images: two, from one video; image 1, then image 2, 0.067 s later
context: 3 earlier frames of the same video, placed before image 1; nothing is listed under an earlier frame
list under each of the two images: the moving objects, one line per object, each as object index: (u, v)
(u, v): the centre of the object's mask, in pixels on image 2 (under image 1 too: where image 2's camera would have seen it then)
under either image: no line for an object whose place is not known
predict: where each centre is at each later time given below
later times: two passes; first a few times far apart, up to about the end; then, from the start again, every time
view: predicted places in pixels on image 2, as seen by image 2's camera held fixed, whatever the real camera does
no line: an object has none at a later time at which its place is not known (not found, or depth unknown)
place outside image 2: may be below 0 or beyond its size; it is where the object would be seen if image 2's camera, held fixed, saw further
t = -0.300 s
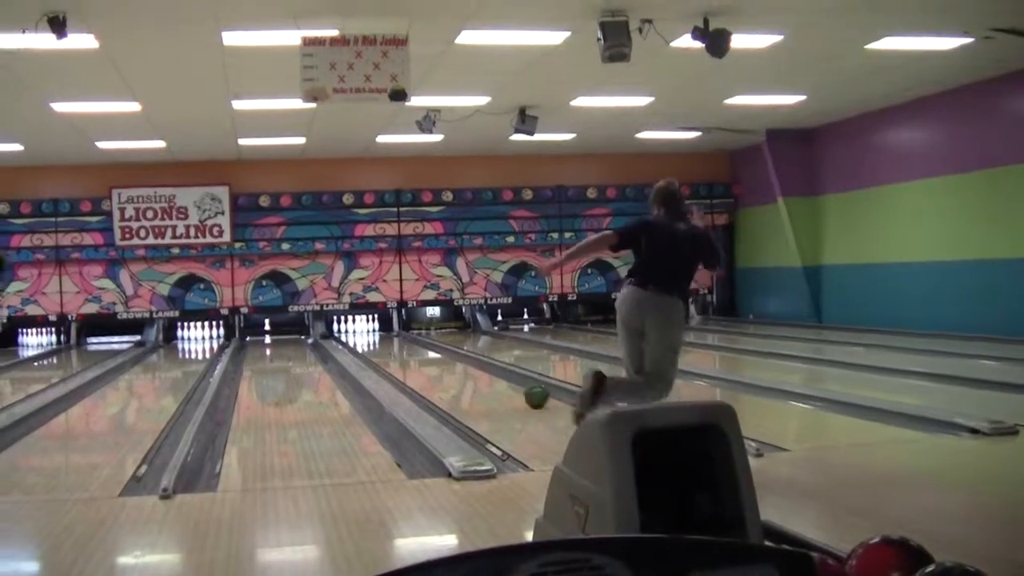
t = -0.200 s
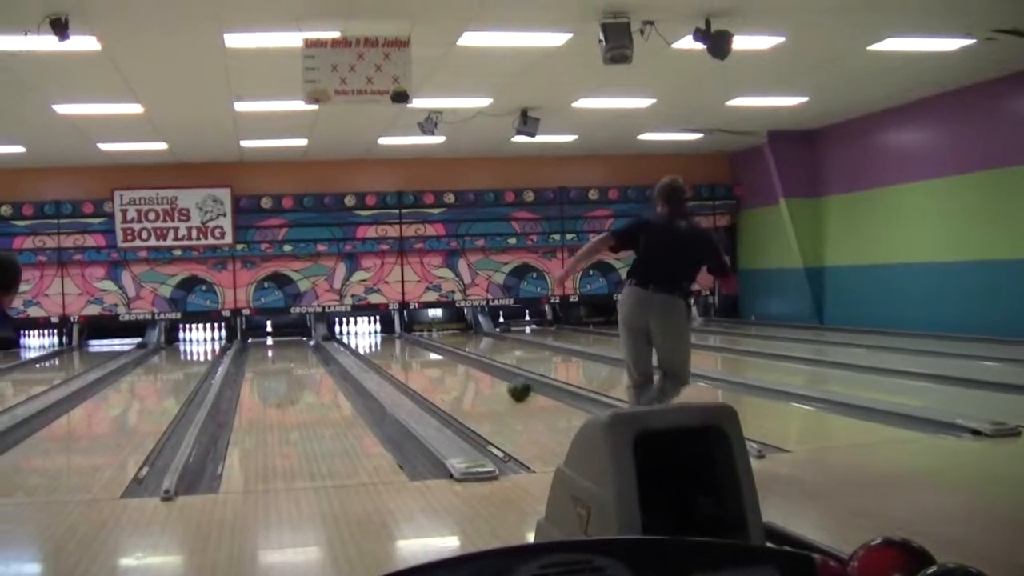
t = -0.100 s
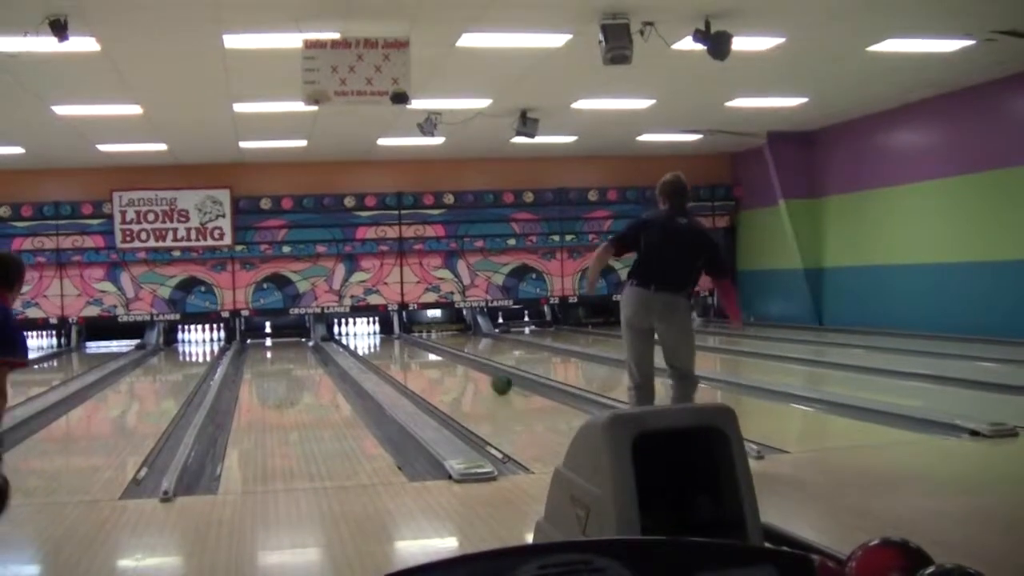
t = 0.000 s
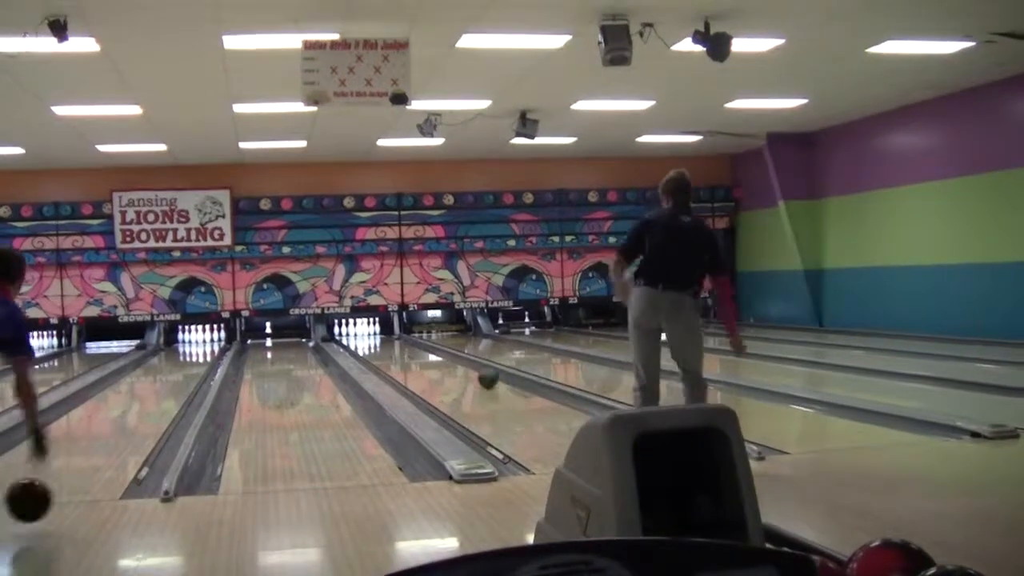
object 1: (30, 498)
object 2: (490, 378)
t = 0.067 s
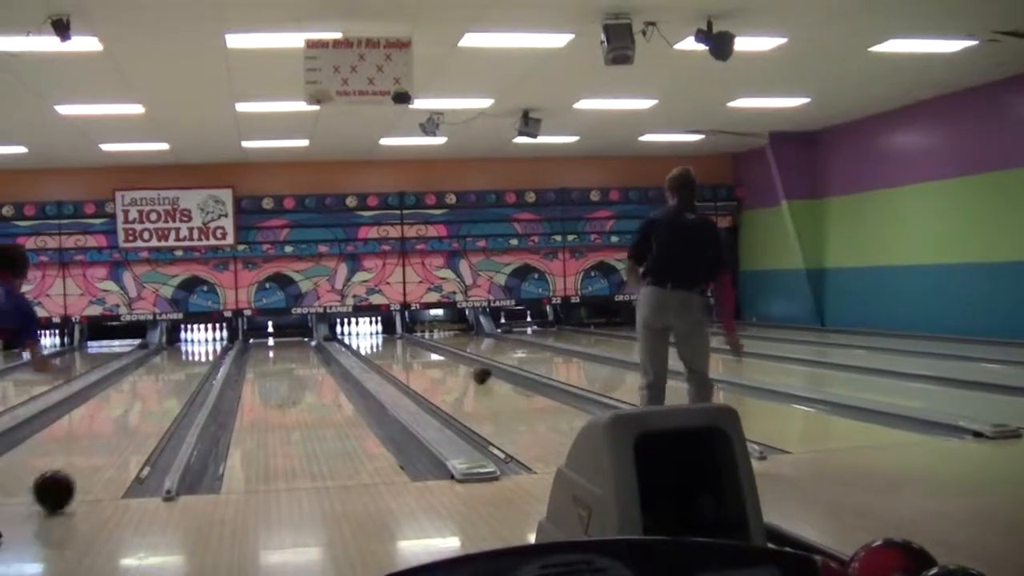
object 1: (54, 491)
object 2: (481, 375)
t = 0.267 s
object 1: (101, 451)
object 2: (460, 366)
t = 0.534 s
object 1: (140, 417)
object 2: (437, 355)
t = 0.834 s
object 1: (168, 392)
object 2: (418, 346)
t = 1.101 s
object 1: (183, 378)
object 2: (406, 340)
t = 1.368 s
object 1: (192, 367)
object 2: (393, 336)
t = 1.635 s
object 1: (200, 359)
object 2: (378, 332)
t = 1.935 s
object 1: (205, 351)
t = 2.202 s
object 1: (206, 346)
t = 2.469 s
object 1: (204, 343)
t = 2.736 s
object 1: (203, 340)
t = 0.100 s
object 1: (63, 482)
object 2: (477, 373)
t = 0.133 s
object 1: (72, 476)
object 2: (473, 371)
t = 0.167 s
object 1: (80, 469)
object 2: (469, 370)
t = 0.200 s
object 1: (87, 462)
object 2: (466, 370)
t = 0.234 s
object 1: (94, 456)
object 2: (463, 368)
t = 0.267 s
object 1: (101, 451)
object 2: (460, 366)
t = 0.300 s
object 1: (107, 446)
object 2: (456, 364)
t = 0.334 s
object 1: (113, 441)
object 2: (453, 363)
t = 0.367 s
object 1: (118, 436)
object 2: (450, 361)
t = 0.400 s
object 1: (123, 432)
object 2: (447, 359)
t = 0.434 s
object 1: (128, 427)
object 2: (445, 358)
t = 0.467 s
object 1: (132, 423)
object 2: (442, 357)
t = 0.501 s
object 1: (136, 420)
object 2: (439, 356)
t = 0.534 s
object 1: (140, 417)
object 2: (437, 355)
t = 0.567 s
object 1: (143, 414)
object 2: (435, 354)
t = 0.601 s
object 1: (147, 410)
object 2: (433, 354)
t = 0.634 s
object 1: (150, 408)
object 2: (429, 353)
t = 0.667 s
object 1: (154, 404)
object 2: (427, 352)
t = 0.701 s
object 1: (157, 402)
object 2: (426, 350)
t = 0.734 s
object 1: (159, 400)
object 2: (424, 349)
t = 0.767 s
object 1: (162, 397)
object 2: (423, 349)
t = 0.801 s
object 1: (165, 395)
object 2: (420, 348)
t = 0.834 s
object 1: (168, 392)
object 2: (418, 346)
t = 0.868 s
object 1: (170, 390)
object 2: (414, 346)
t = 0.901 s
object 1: (172, 388)
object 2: (414, 345)
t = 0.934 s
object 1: (174, 386)
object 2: (413, 343)
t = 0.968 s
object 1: (176, 384)
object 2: (410, 343)
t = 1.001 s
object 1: (178, 383)
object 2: (409, 343)
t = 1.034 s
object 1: (179, 381)
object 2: (409, 342)
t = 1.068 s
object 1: (182, 379)
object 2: (408, 342)
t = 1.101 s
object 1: (183, 378)
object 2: (406, 340)
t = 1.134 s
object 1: (184, 376)
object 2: (404, 340)
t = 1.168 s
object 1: (186, 375)
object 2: (402, 339)
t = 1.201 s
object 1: (186, 374)
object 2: (402, 339)
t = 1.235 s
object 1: (189, 372)
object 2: (402, 337)
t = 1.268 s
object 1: (190, 371)
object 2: (395, 338)
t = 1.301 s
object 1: (191, 369)
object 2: (395, 337)
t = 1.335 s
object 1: (192, 368)
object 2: (394, 336)
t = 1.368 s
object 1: (192, 367)
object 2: (393, 336)
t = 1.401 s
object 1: (194, 366)
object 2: (392, 336)
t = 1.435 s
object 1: (195, 364)
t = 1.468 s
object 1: (196, 363)
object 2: (387, 335)
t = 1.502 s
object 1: (197, 362)
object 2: (385, 334)
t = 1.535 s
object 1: (198, 361)
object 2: (383, 334)
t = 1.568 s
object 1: (199, 360)
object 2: (383, 334)
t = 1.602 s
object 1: (199, 360)
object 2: (379, 333)
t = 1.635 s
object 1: (200, 359)
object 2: (378, 332)
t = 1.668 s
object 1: (200, 358)
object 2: (377, 333)
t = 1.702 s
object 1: (201, 357)
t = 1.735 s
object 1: (202, 356)
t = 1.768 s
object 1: (203, 355)
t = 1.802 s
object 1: (203, 354)
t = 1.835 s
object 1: (204, 353)
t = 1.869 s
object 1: (204, 353)
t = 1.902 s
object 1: (204, 353)
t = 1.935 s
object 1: (205, 351)
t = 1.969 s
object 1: (205, 350)
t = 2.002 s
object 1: (205, 350)
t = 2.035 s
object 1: (205, 349)
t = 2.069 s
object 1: (206, 348)
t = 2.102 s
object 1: (206, 348)
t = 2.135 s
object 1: (206, 348)
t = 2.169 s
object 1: (206, 347)
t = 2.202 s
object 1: (206, 346)
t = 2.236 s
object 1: (206, 346)
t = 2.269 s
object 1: (206, 345)
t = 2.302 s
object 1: (206, 345)
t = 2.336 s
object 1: (205, 344)
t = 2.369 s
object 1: (205, 344)
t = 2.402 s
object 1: (205, 343)
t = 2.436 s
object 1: (204, 343)
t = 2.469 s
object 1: (204, 343)
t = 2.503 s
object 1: (204, 342)
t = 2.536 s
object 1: (204, 342)
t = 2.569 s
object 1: (204, 341)
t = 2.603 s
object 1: (203, 341)
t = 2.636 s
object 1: (203, 341)
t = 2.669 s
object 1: (203, 341)
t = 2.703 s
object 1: (203, 340)
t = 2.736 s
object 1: (203, 340)
